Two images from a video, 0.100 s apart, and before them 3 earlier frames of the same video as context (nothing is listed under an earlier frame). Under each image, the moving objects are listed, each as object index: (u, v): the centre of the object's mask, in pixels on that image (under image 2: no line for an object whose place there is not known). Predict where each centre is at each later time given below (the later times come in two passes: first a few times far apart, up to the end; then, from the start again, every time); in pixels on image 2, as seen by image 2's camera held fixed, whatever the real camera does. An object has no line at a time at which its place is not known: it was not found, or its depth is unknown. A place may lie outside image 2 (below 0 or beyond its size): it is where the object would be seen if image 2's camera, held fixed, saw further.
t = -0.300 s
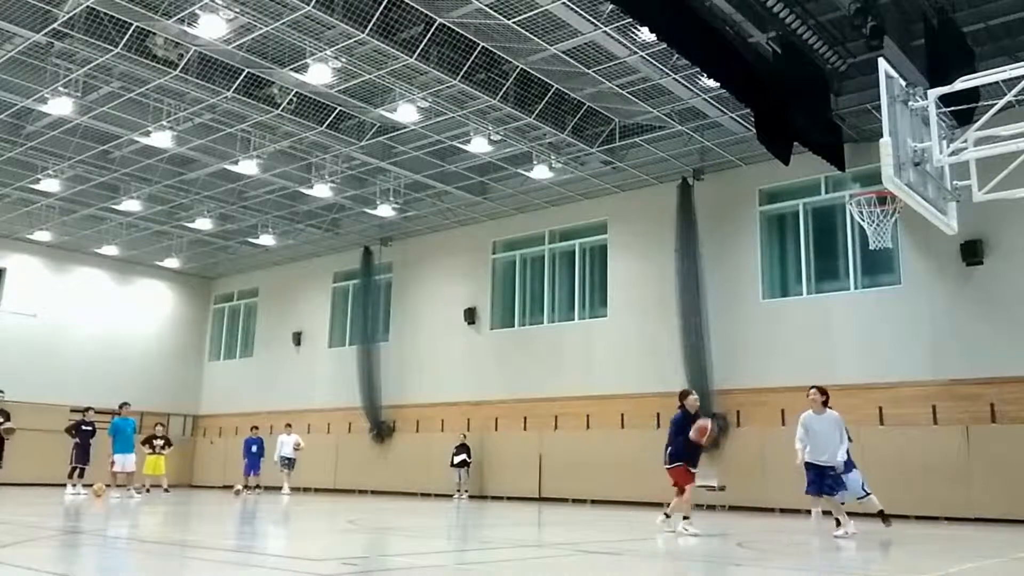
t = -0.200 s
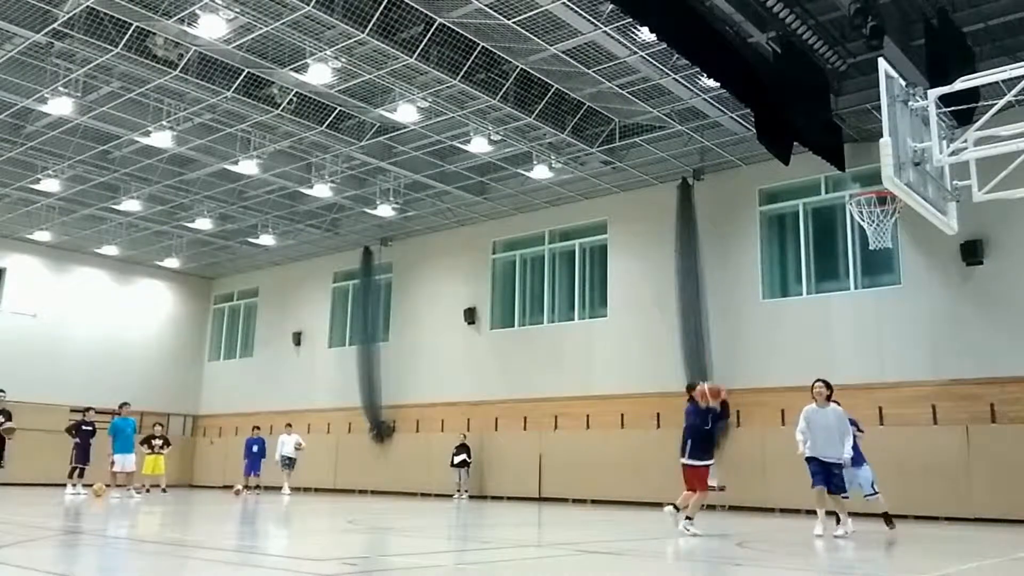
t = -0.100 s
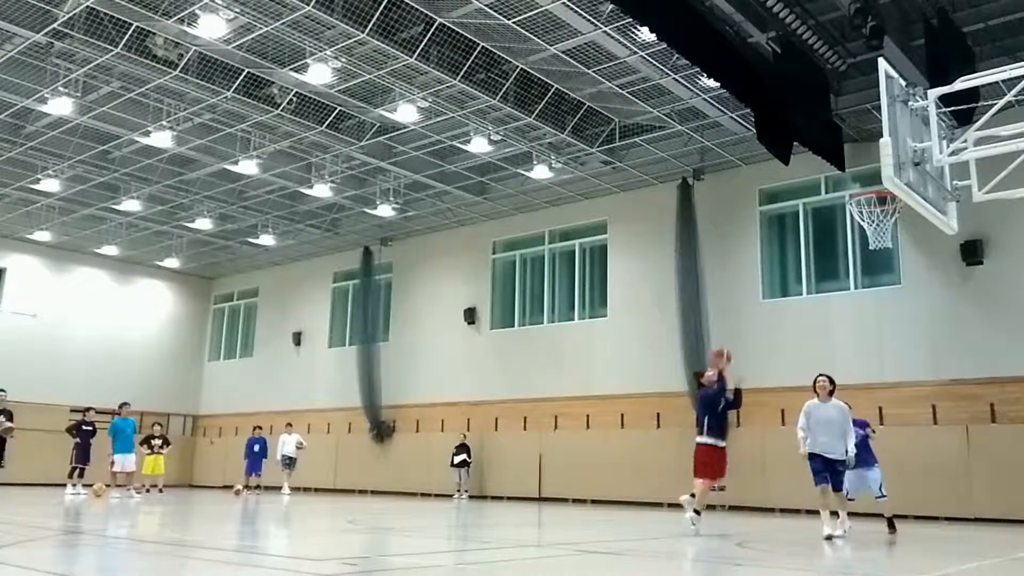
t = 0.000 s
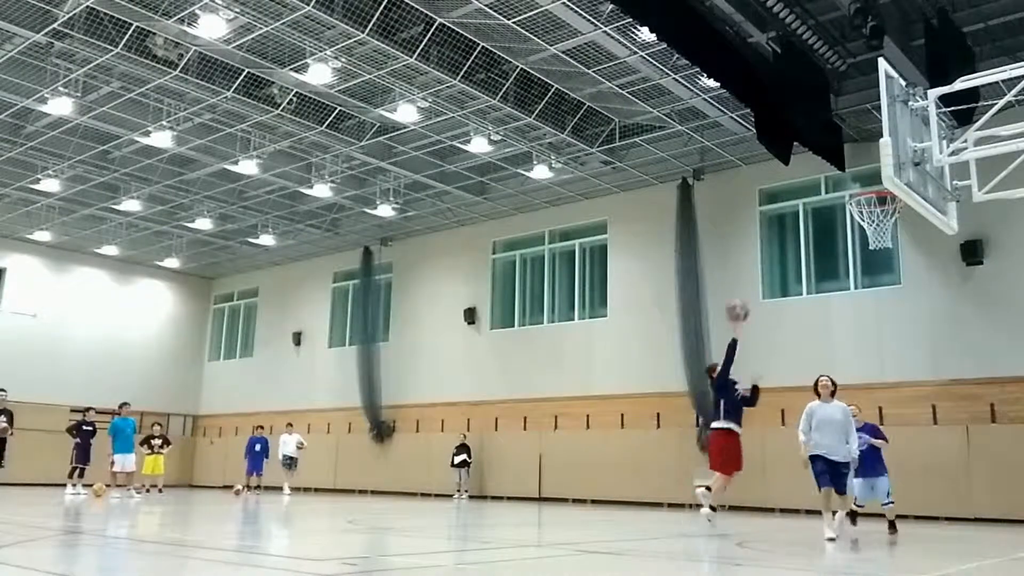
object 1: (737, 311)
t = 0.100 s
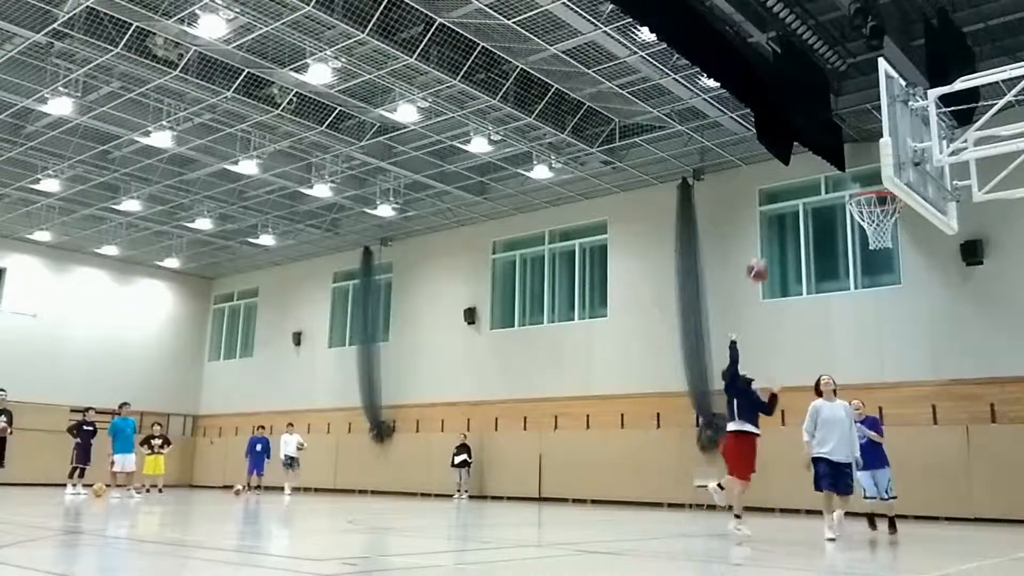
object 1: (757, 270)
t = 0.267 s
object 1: (794, 222)
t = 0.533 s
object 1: (846, 192)
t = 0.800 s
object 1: (849, 194)
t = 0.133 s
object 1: (766, 259)
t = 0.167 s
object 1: (773, 247)
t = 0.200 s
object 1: (780, 238)
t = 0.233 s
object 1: (787, 229)
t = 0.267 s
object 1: (794, 222)
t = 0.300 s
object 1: (802, 215)
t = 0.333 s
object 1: (810, 210)
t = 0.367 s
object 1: (818, 206)
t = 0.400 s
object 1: (826, 202)
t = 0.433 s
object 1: (835, 199)
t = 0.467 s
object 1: (841, 197)
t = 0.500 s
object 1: (846, 194)
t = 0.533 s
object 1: (846, 192)
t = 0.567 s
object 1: (847, 191)
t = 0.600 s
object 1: (847, 191)
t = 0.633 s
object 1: (847, 190)
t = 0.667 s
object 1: (848, 192)
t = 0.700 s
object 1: (848, 193)
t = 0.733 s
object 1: (848, 194)
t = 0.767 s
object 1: (848, 194)
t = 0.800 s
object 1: (849, 194)
